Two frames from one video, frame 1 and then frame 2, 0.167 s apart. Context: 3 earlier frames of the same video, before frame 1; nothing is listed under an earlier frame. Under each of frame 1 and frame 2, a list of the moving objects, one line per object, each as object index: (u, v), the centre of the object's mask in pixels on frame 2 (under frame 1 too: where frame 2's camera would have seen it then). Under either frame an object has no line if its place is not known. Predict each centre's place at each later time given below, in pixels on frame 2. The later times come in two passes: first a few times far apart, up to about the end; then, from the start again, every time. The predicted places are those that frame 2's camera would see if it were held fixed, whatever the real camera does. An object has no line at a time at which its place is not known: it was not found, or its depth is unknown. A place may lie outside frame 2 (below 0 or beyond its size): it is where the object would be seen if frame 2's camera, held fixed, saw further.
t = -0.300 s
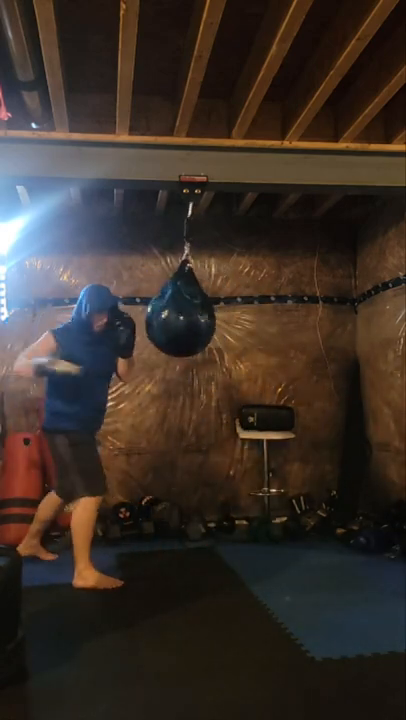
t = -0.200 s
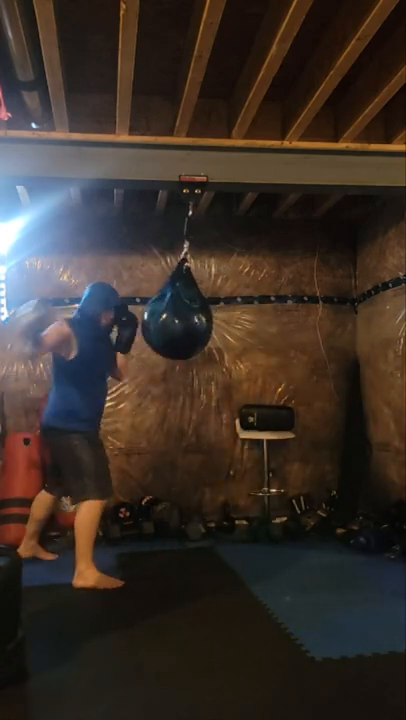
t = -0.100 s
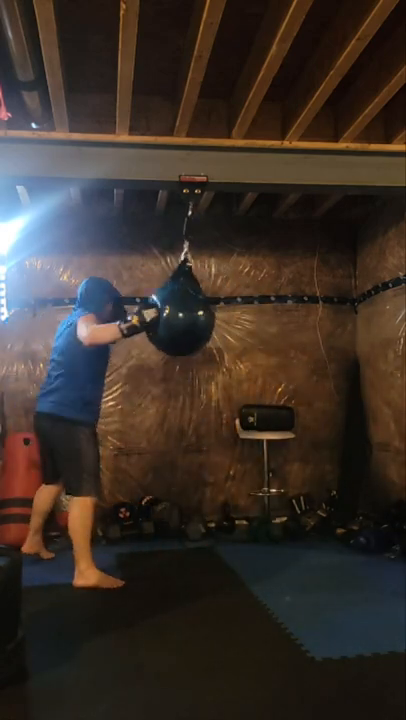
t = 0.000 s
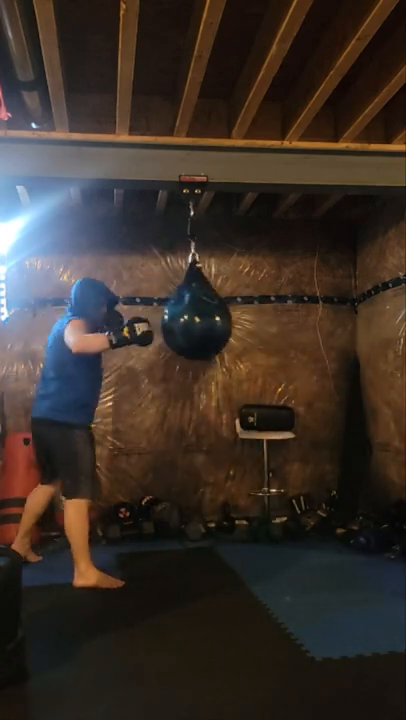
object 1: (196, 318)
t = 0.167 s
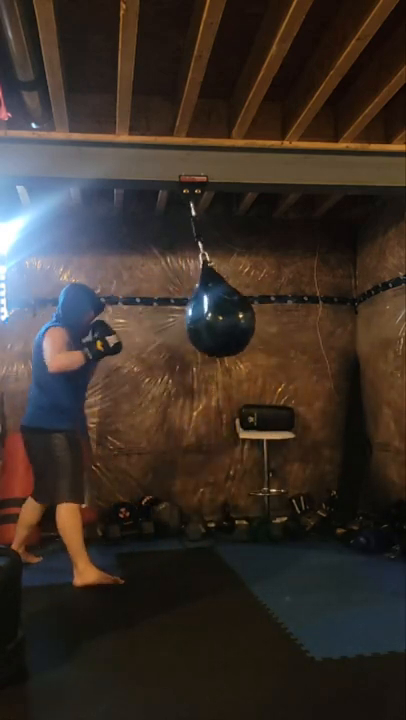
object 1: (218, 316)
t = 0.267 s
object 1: (226, 313)
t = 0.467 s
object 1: (228, 313)
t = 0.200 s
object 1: (221, 315)
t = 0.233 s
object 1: (224, 314)
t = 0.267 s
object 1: (226, 313)
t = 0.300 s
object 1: (228, 312)
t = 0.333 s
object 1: (229, 312)
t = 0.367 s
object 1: (229, 312)
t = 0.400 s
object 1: (230, 313)
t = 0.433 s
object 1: (229, 313)
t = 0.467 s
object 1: (228, 313)
